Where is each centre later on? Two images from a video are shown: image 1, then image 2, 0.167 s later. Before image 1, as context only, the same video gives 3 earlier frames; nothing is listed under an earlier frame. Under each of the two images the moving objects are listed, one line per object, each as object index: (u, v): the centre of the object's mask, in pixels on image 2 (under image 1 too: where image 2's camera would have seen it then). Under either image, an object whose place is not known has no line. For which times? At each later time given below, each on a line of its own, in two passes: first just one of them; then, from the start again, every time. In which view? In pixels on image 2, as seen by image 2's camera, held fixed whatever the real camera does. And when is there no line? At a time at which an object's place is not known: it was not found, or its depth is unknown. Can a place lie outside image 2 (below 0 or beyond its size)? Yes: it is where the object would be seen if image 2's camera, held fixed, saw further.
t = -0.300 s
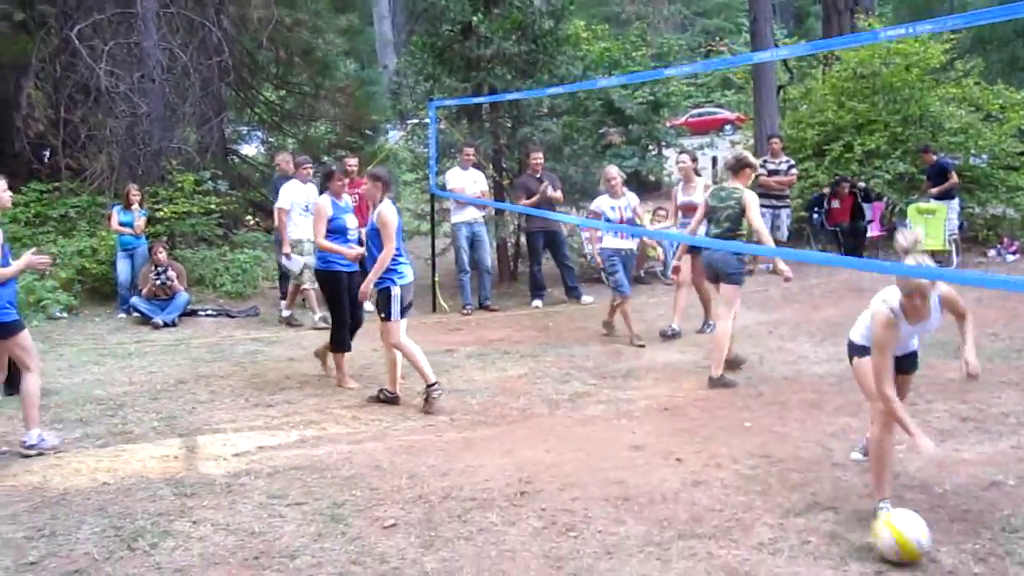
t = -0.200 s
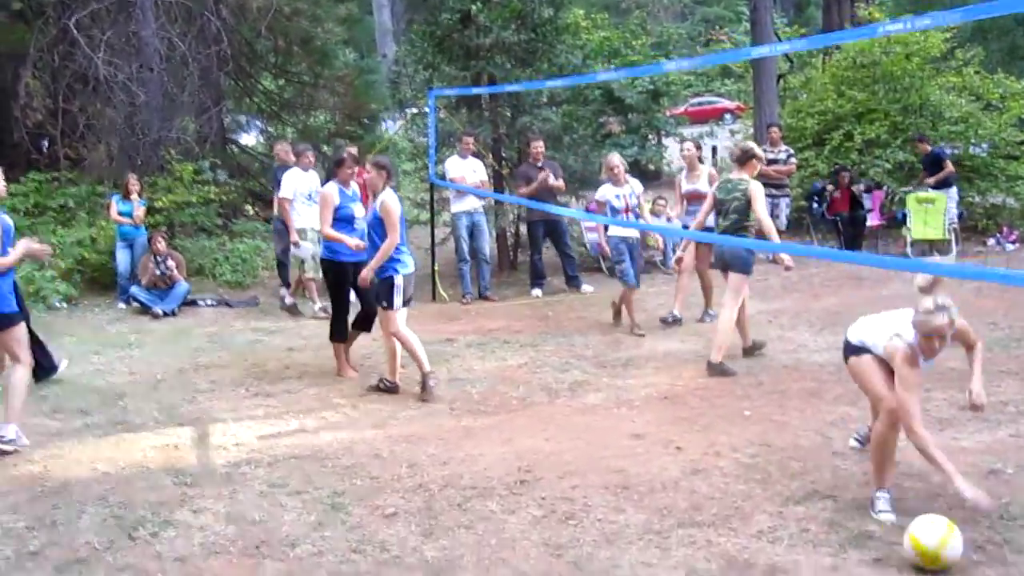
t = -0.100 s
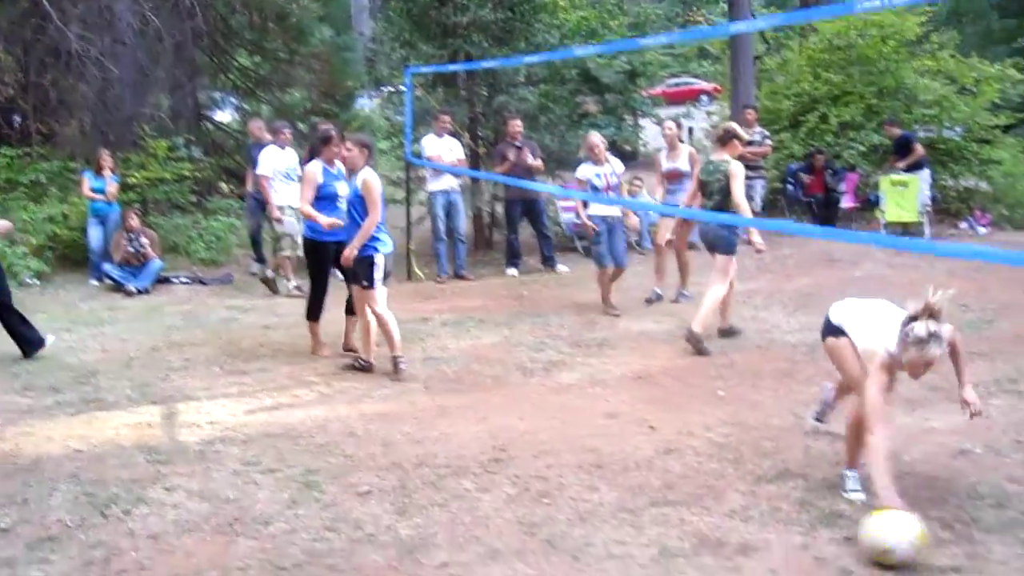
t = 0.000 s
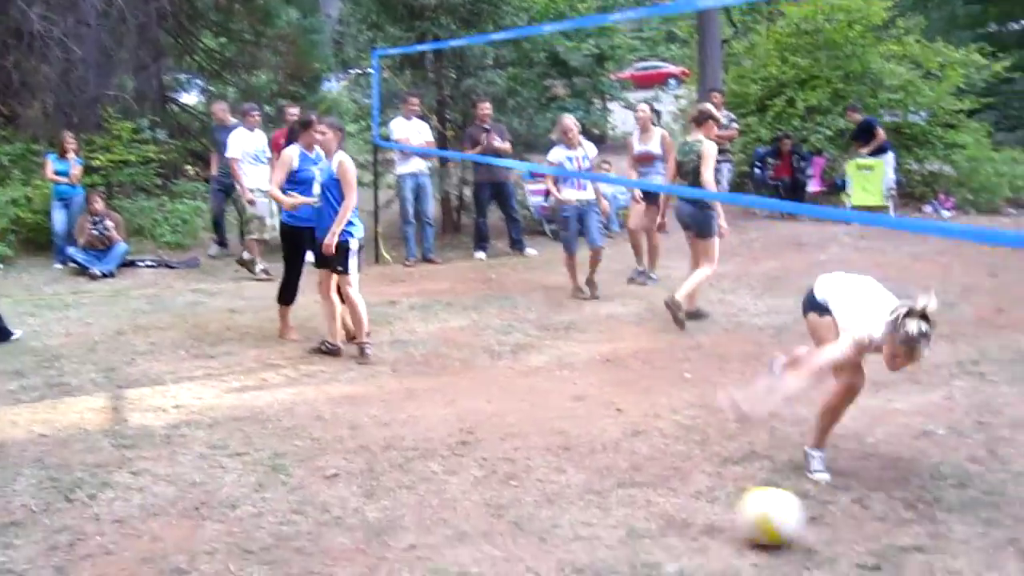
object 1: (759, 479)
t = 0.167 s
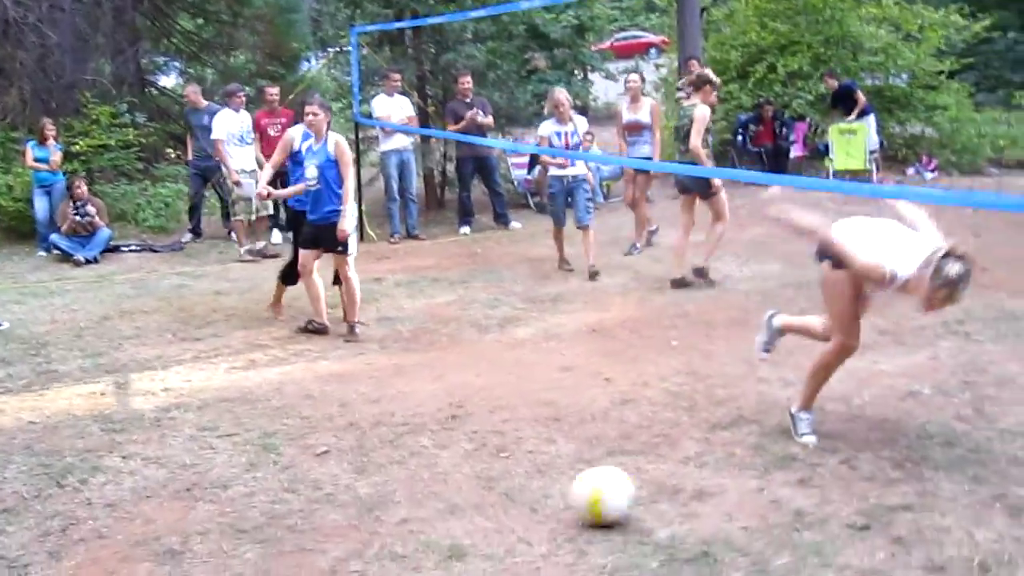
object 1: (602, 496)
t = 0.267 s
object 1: (508, 500)
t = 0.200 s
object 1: (570, 499)
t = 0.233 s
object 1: (540, 500)
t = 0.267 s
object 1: (508, 500)
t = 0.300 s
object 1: (477, 500)
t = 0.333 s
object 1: (445, 504)
